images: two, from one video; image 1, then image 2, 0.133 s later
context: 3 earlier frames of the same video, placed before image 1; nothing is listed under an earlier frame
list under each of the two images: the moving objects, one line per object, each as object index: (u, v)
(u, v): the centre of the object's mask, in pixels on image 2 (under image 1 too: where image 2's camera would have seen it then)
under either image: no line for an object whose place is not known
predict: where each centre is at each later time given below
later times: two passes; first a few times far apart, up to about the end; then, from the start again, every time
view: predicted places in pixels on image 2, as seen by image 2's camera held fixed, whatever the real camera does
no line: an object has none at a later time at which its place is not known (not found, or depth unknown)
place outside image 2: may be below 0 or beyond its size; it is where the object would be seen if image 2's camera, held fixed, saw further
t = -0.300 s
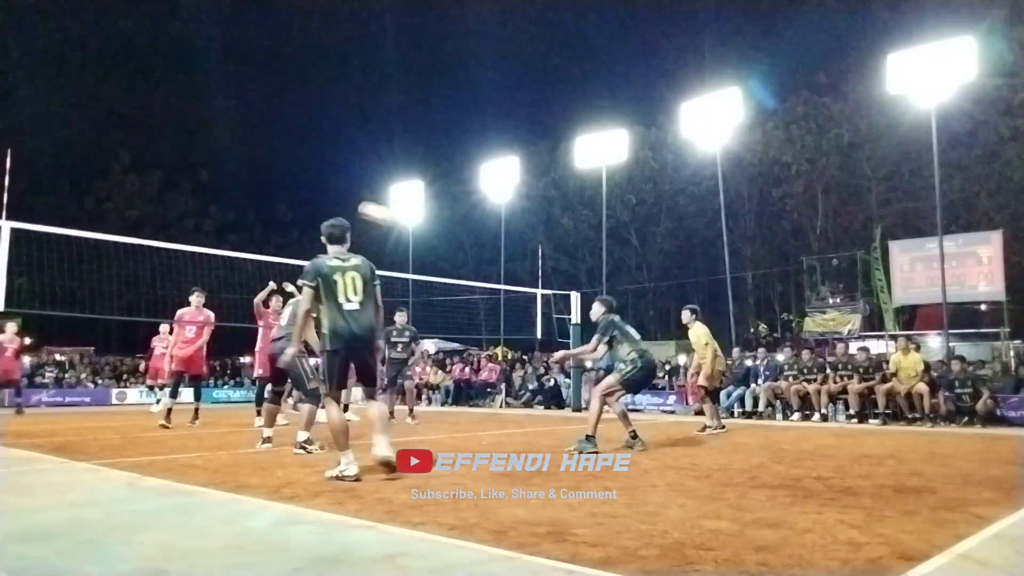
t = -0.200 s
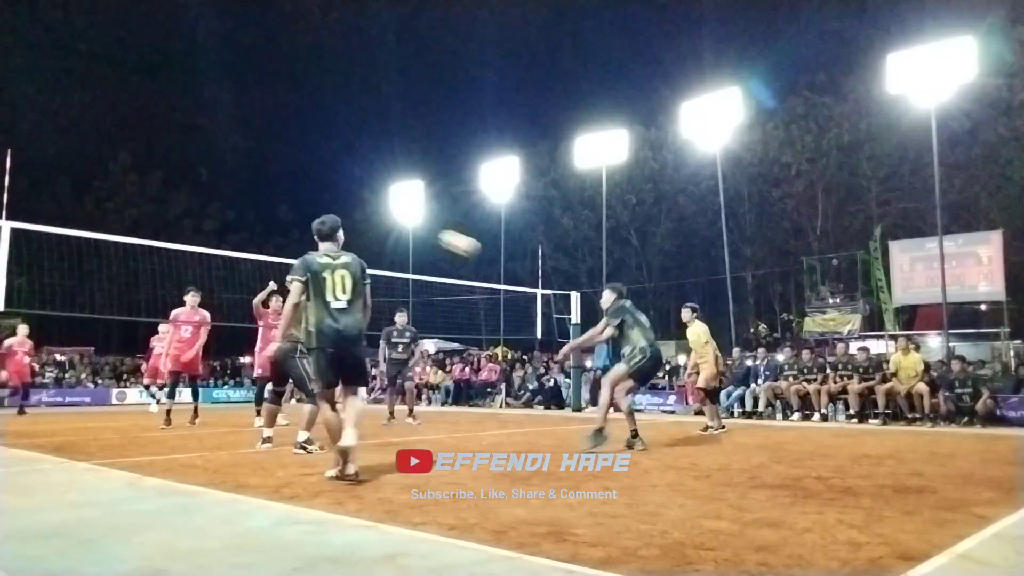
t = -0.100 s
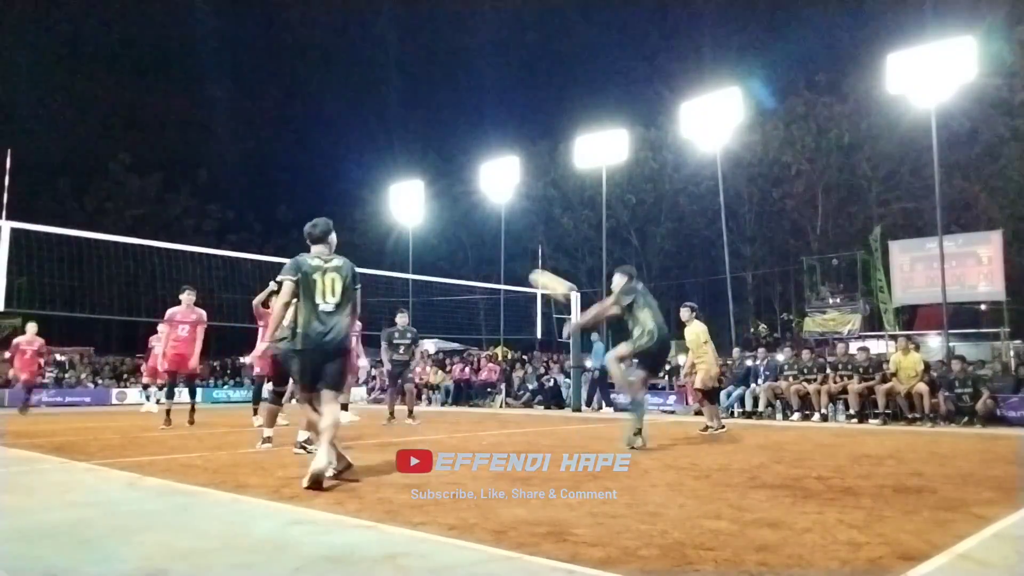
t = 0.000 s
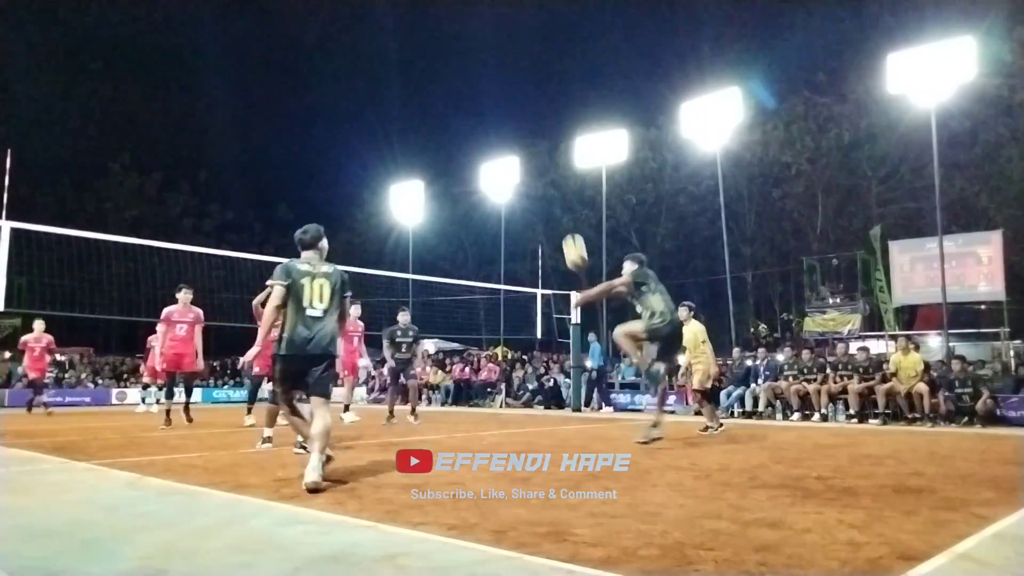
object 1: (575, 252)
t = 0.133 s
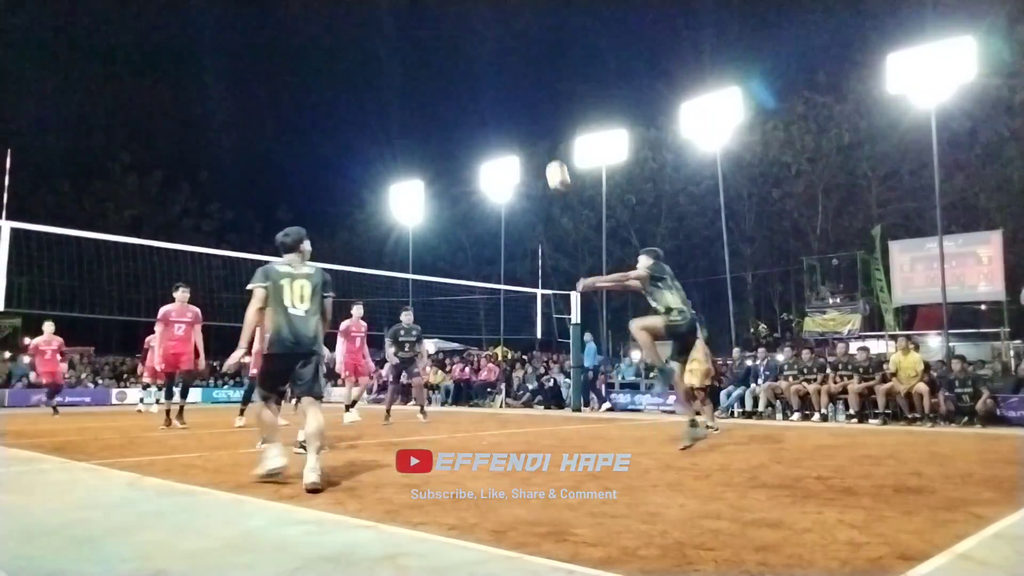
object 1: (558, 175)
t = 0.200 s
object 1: (550, 147)
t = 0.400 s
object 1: (531, 89)
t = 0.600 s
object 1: (515, 69)
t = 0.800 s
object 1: (501, 80)
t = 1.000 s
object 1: (489, 118)
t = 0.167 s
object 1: (553, 160)
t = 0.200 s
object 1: (550, 147)
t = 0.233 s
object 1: (546, 135)
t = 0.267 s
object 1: (543, 123)
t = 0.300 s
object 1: (540, 113)
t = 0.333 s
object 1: (537, 104)
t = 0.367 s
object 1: (533, 96)
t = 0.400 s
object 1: (531, 89)
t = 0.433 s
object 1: (528, 83)
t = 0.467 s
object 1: (525, 79)
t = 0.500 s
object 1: (522, 75)
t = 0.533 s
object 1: (520, 72)
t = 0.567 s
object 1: (517, 70)
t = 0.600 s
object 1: (515, 69)
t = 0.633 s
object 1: (512, 69)
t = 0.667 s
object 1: (510, 70)
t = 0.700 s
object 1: (508, 71)
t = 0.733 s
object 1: (506, 73)
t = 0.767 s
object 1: (503, 76)
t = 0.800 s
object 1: (501, 80)
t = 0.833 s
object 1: (499, 85)
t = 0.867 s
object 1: (497, 90)
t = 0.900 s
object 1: (495, 96)
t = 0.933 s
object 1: (493, 103)
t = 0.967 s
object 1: (491, 110)
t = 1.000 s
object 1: (489, 118)
